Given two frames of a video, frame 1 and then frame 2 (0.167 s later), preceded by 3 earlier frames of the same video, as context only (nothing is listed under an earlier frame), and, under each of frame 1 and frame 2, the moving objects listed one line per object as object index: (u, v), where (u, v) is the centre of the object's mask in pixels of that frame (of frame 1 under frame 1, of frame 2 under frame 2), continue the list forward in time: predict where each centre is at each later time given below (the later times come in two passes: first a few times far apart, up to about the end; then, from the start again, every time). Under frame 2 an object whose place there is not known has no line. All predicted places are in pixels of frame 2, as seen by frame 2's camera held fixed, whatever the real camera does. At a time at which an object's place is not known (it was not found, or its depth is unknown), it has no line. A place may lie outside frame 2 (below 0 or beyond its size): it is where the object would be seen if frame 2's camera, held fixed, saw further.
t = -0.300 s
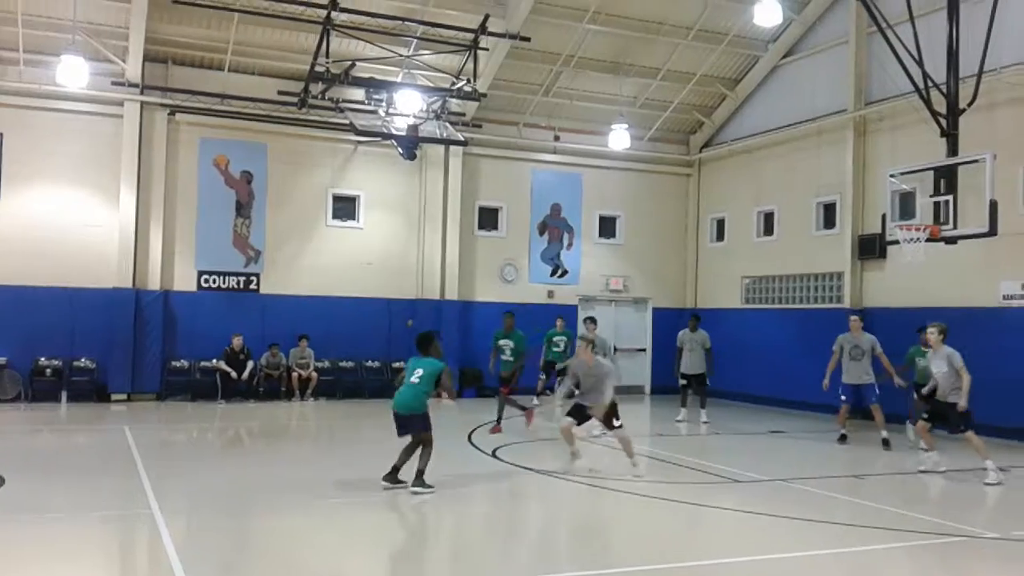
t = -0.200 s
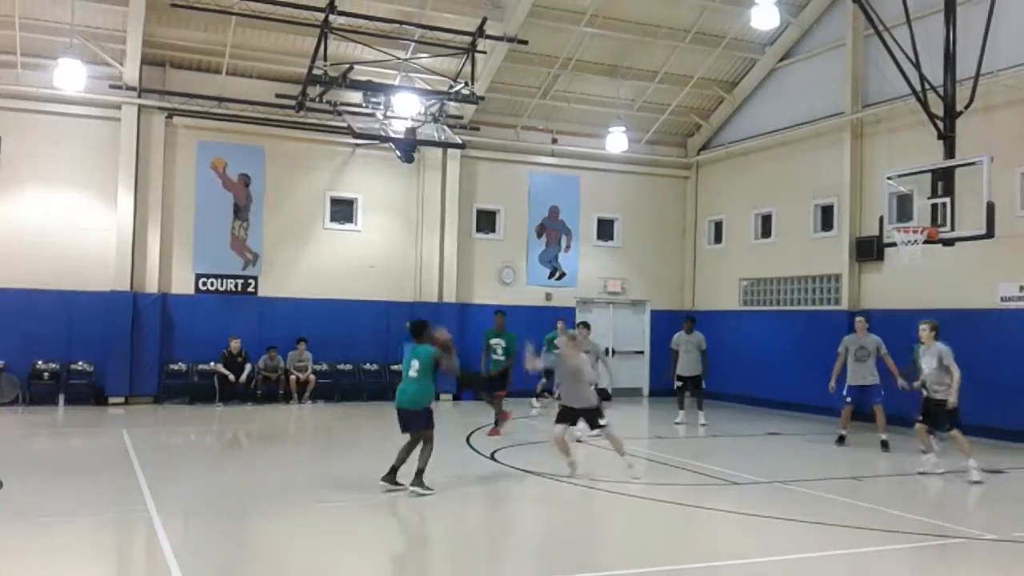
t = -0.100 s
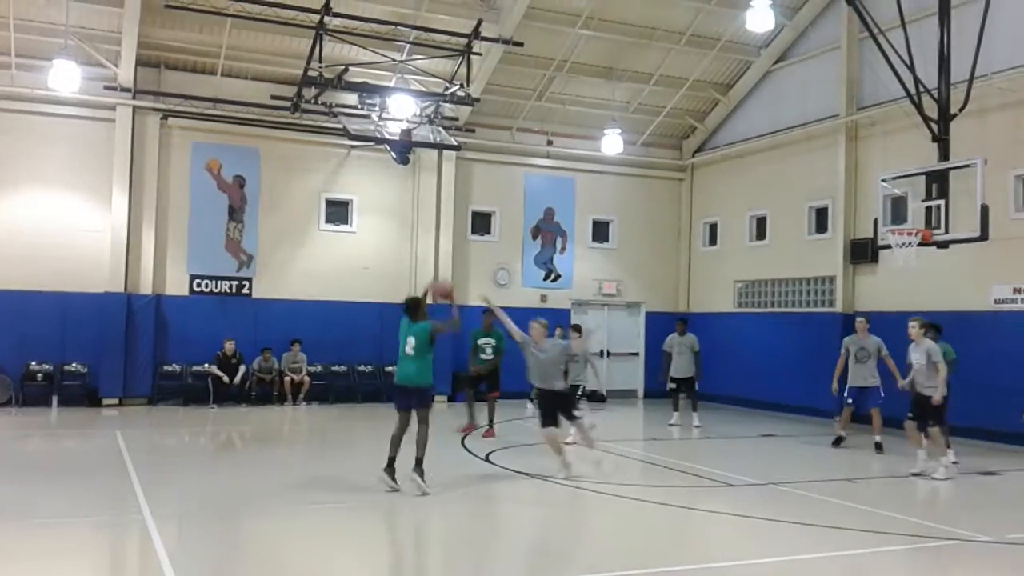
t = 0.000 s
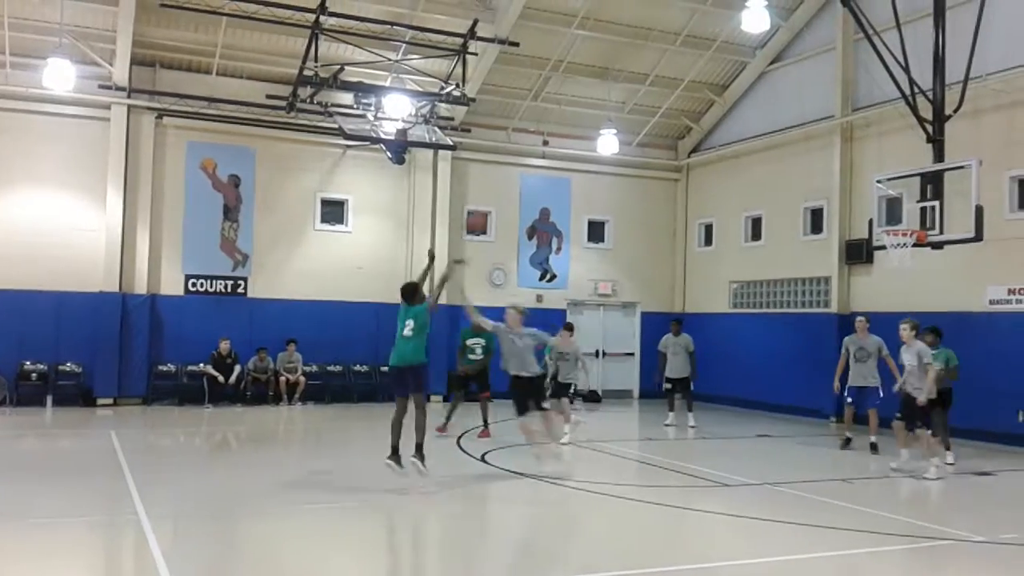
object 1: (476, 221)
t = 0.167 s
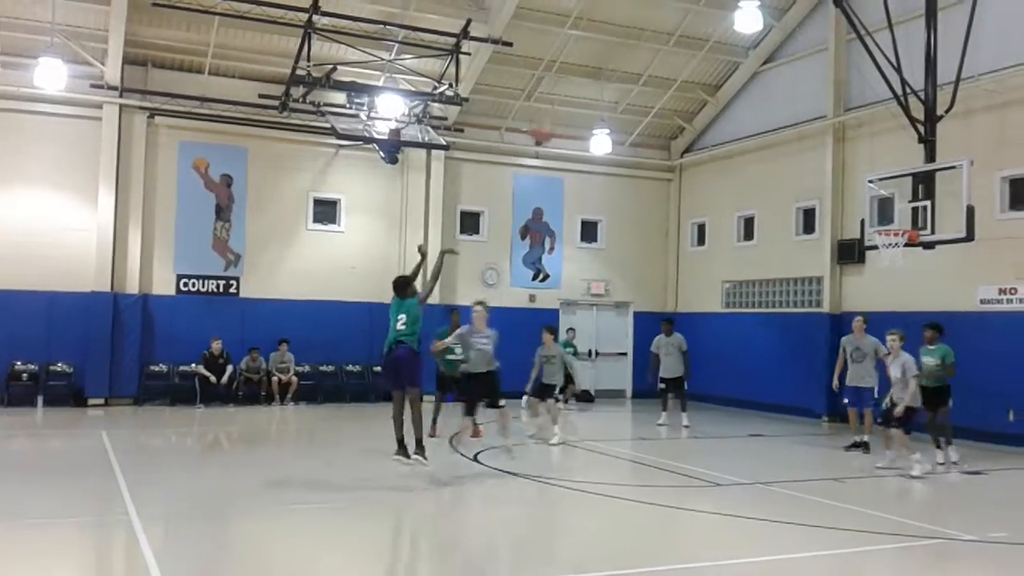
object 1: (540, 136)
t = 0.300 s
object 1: (595, 85)
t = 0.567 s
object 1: (689, 42)
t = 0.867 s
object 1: (777, 66)
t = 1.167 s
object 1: (850, 148)
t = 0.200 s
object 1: (555, 121)
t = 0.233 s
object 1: (568, 109)
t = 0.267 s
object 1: (581, 97)
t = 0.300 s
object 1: (595, 85)
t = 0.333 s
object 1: (608, 75)
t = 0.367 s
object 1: (620, 71)
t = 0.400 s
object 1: (632, 60)
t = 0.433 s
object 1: (644, 56)
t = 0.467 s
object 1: (655, 50)
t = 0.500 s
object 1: (667, 47)
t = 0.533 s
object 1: (678, 44)
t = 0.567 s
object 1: (689, 42)
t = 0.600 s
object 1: (698, 41)
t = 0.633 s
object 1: (711, 41)
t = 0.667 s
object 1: (719, 41)
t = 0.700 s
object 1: (730, 42)
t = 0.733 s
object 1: (745, 42)
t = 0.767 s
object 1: (750, 51)
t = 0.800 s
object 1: (759, 54)
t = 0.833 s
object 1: (767, 59)
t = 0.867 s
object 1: (777, 66)
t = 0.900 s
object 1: (786, 71)
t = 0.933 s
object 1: (794, 79)
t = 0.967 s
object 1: (802, 87)
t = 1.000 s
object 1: (811, 95)
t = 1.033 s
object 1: (819, 105)
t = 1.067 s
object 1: (827, 114)
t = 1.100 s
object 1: (836, 127)
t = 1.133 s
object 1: (841, 133)
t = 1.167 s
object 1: (850, 148)
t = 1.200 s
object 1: (857, 161)
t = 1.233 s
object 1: (864, 173)
